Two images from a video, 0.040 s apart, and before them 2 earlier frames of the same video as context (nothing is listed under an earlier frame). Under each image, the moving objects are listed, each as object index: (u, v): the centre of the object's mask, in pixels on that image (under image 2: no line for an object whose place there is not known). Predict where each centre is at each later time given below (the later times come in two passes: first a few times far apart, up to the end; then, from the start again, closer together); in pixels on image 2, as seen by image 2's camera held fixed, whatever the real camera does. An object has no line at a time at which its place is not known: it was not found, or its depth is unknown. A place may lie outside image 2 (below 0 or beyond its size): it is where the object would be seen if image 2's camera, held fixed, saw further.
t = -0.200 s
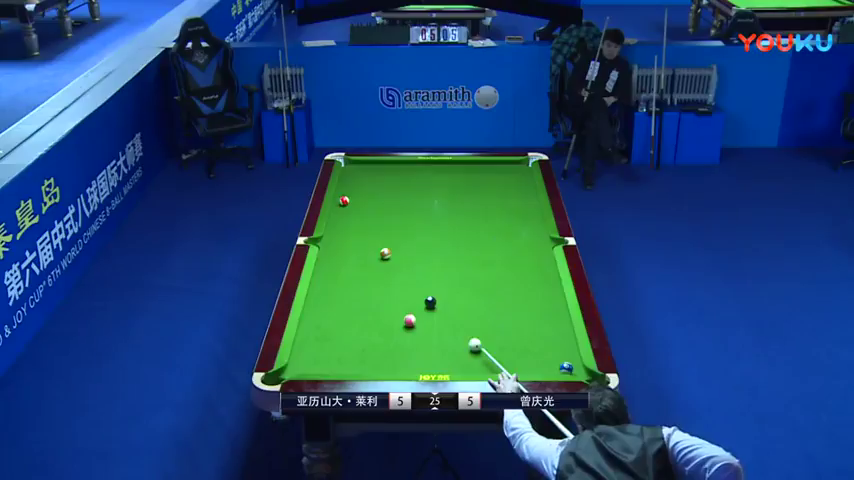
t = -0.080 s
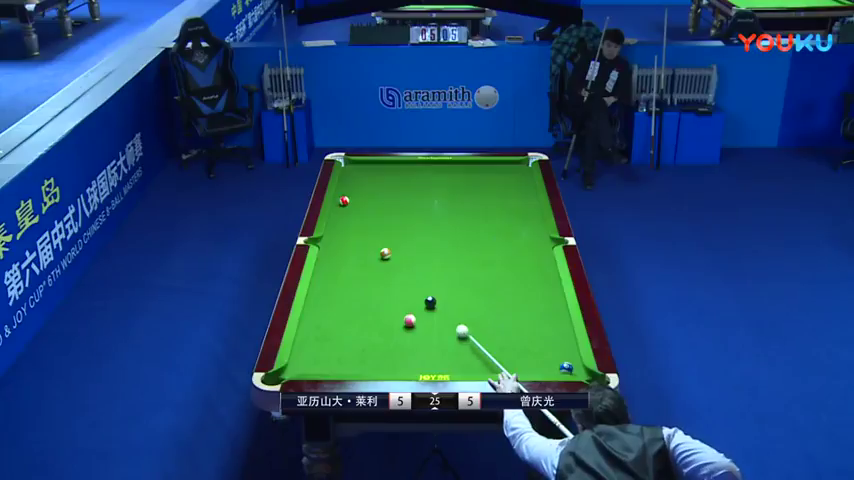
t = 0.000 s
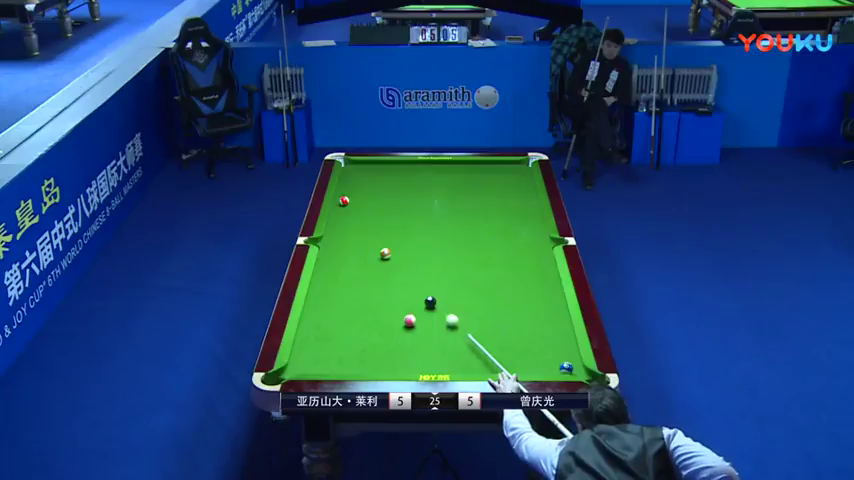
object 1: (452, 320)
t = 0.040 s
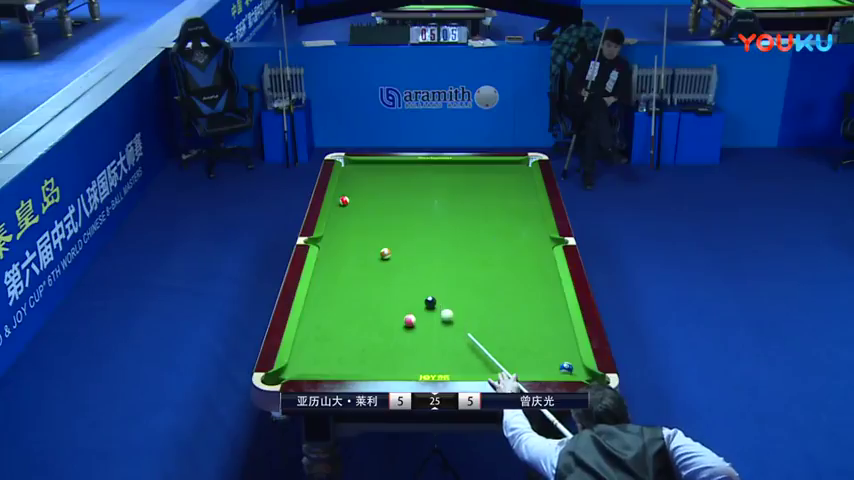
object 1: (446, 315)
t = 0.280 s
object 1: (444, 298)
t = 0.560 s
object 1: (448, 285)
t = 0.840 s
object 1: (452, 273)
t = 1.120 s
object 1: (455, 262)
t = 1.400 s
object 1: (458, 252)
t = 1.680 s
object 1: (460, 244)
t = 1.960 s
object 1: (461, 233)
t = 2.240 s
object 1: (465, 228)
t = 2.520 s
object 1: (466, 222)
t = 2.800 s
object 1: (468, 217)
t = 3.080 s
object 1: (470, 212)
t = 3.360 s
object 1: (471, 207)
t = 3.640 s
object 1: (473, 203)
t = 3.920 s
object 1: (474, 200)
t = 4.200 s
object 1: (474, 198)
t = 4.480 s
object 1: (475, 195)
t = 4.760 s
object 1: (476, 194)
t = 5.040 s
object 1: (476, 192)
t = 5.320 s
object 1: (476, 192)
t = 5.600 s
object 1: (477, 191)
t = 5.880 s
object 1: (477, 191)
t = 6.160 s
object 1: (477, 191)
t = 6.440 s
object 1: (477, 191)
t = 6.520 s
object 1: (477, 191)
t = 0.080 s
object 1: (442, 310)
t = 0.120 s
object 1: (439, 305)
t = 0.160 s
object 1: (441, 304)
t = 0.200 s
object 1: (442, 302)
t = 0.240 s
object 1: (443, 300)
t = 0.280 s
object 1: (444, 298)
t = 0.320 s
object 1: (444, 296)
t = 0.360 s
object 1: (445, 294)
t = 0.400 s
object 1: (446, 292)
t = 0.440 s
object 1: (446, 291)
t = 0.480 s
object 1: (447, 289)
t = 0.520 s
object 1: (448, 287)
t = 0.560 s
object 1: (448, 285)
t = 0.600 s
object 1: (449, 283)
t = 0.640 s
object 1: (449, 281)
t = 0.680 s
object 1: (450, 280)
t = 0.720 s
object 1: (451, 278)
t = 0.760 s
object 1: (451, 276)
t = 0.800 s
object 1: (452, 275)
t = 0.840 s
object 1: (452, 273)
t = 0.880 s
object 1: (452, 271)
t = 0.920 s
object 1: (453, 270)
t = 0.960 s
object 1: (454, 268)
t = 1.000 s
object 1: (454, 267)
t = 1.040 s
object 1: (454, 265)
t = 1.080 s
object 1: (455, 264)
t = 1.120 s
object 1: (455, 262)
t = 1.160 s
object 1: (455, 261)
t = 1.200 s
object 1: (456, 259)
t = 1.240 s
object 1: (456, 258)
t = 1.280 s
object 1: (457, 256)
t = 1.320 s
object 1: (457, 255)
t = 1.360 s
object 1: (458, 254)
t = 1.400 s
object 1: (458, 252)
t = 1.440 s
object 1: (458, 251)
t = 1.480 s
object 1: (459, 250)
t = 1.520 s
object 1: (459, 248)
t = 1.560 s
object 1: (459, 247)
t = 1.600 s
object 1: (460, 246)
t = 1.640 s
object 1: (460, 245)
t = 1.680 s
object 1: (460, 244)
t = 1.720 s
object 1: (461, 243)
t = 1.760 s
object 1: (461, 241)
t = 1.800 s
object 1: (461, 240)
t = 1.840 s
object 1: (462, 239)
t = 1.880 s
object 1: (462, 238)
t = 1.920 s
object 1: (462, 236)
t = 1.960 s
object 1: (461, 233)
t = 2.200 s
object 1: (467, 228)
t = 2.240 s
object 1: (465, 228)
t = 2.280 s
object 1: (465, 228)
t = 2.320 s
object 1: (465, 227)
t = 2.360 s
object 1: (466, 226)
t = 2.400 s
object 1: (466, 225)
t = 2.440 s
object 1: (466, 224)
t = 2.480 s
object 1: (466, 223)
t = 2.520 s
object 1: (466, 222)
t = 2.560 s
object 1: (467, 221)
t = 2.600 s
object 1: (467, 220)
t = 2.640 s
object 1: (467, 220)
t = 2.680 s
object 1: (467, 219)
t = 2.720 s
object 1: (467, 218)
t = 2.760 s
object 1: (468, 217)
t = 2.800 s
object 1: (468, 217)
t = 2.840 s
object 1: (468, 216)
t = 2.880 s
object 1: (469, 215)
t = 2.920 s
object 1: (469, 214)
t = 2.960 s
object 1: (469, 214)
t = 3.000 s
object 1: (469, 213)
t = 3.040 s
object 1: (469, 212)
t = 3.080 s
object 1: (470, 212)
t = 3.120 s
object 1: (470, 211)
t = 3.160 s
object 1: (470, 210)
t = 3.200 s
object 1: (470, 210)
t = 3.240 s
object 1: (470, 209)
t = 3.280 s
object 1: (471, 208)
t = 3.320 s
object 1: (471, 208)
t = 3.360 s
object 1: (471, 207)
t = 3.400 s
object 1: (471, 207)
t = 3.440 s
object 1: (471, 206)
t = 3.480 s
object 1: (472, 206)
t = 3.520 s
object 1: (472, 205)
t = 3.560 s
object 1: (472, 205)
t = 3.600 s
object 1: (472, 204)
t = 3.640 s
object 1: (473, 203)
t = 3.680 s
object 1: (473, 203)
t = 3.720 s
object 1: (473, 203)
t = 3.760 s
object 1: (473, 202)
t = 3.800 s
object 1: (473, 202)
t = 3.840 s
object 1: (473, 201)
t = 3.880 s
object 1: (474, 201)
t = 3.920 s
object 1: (474, 200)
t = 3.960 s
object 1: (474, 200)
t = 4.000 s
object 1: (474, 199)
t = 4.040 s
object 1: (474, 199)
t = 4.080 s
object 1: (474, 199)
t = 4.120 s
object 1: (474, 198)
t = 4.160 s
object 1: (474, 198)
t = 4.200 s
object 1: (474, 198)
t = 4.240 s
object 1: (475, 197)
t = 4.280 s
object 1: (475, 197)
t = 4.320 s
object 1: (475, 197)
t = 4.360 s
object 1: (475, 196)
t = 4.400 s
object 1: (475, 196)
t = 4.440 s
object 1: (475, 196)
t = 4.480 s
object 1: (475, 195)
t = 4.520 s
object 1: (475, 195)
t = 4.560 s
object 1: (475, 195)
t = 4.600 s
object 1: (475, 195)
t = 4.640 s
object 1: (476, 194)
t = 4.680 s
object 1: (476, 194)
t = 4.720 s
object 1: (476, 194)
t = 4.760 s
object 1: (476, 194)
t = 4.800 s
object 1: (476, 194)
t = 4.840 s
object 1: (476, 193)
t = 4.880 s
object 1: (476, 193)
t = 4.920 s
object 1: (476, 193)
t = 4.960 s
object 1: (476, 193)
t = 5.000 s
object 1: (476, 193)
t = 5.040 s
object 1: (476, 192)
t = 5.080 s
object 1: (476, 192)
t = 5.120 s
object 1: (476, 192)
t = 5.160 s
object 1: (476, 192)
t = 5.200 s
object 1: (476, 192)
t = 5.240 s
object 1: (476, 192)
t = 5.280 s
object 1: (476, 192)
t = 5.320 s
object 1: (476, 192)
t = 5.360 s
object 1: (476, 191)
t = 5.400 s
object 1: (477, 191)
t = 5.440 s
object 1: (477, 191)
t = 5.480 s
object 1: (477, 191)
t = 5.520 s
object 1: (477, 191)
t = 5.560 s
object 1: (477, 191)
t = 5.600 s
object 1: (477, 191)
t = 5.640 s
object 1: (477, 191)
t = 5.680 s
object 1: (477, 191)
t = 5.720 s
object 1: (477, 191)
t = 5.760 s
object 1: (477, 191)
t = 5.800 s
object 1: (477, 191)
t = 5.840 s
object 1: (477, 191)
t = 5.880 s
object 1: (477, 191)
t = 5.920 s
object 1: (477, 191)
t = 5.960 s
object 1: (477, 191)
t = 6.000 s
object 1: (477, 191)
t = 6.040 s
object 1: (477, 191)
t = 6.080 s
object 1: (477, 191)
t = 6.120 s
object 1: (477, 191)
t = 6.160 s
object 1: (477, 191)
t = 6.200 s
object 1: (477, 191)
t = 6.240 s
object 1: (477, 191)
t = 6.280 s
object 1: (477, 191)
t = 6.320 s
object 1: (477, 191)
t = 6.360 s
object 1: (477, 191)
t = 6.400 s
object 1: (477, 191)
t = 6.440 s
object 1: (477, 191)
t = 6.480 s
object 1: (477, 191)
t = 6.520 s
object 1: (477, 191)
